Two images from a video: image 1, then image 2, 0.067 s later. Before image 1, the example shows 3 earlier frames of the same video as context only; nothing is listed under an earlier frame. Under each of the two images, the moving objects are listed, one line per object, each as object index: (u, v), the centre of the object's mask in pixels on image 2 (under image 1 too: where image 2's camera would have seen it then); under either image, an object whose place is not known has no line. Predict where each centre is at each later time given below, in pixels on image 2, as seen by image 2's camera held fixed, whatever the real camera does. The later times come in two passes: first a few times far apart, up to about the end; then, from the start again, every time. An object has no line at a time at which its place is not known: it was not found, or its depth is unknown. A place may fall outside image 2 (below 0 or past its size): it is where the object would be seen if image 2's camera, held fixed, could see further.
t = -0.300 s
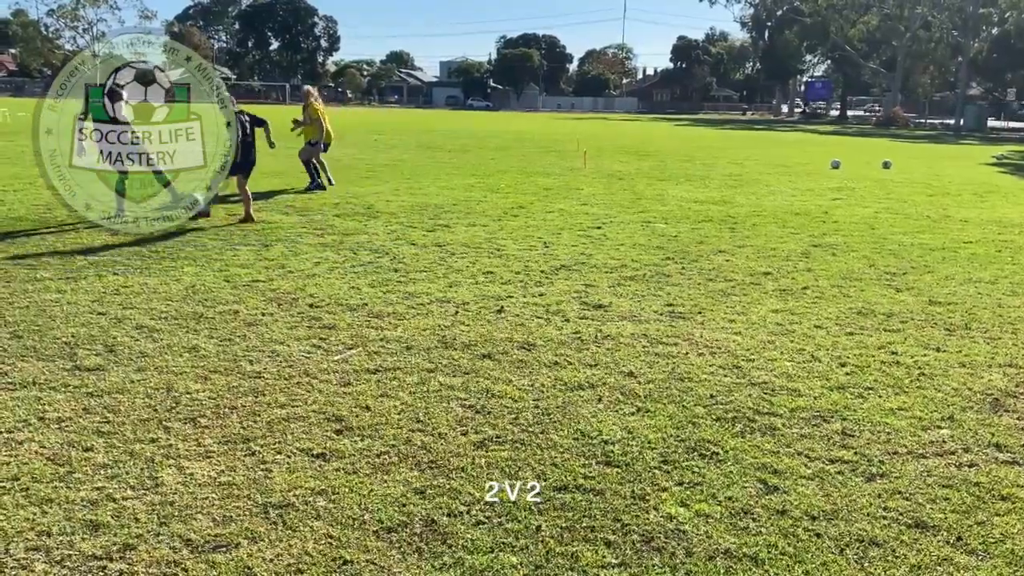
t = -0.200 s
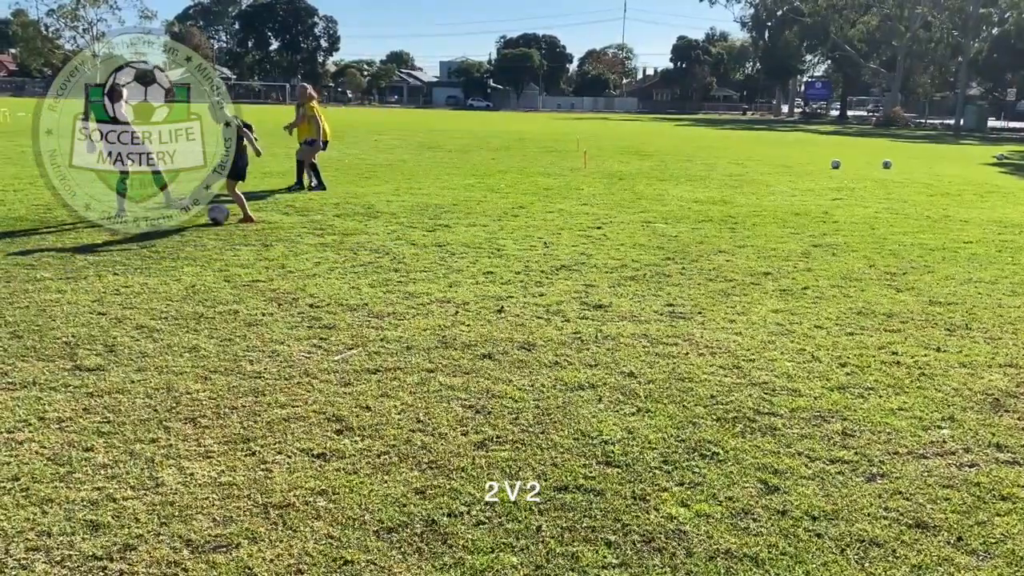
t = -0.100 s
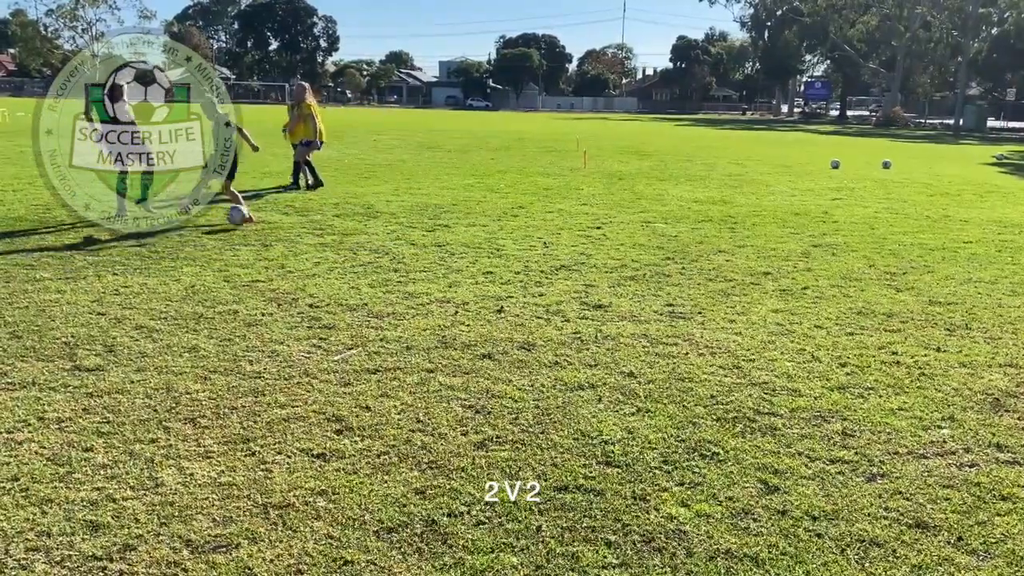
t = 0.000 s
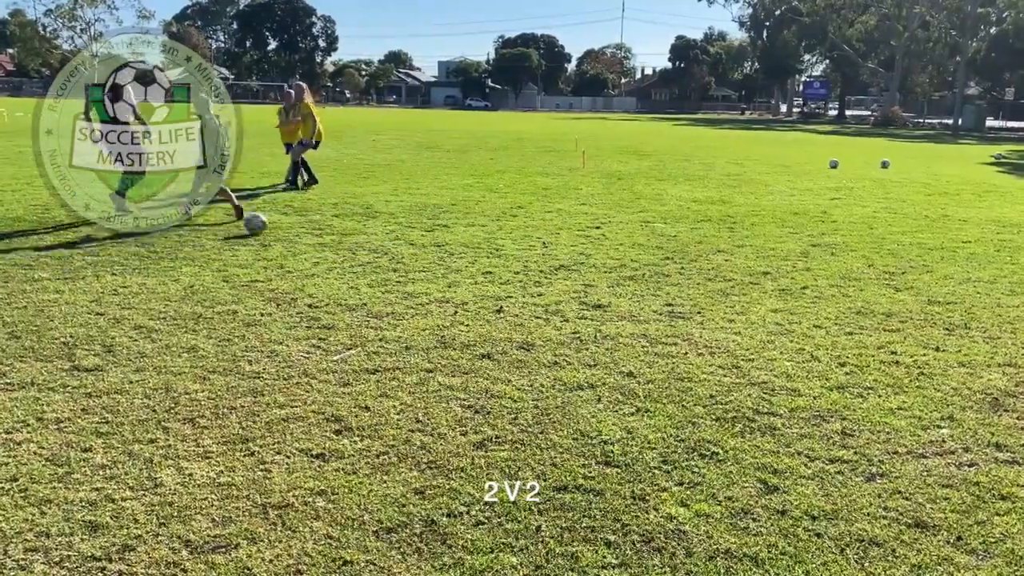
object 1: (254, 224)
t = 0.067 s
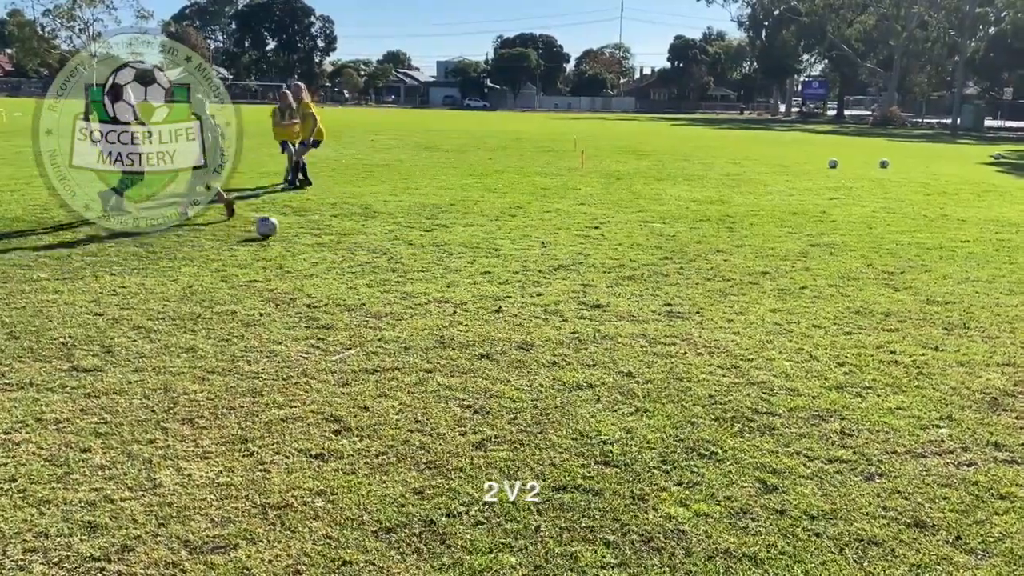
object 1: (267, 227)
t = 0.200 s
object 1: (290, 234)
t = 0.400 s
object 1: (330, 243)
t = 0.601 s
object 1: (371, 255)
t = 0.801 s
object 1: (418, 263)
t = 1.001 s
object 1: (468, 279)
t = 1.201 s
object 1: (523, 294)
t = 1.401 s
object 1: (583, 304)
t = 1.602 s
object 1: (650, 326)
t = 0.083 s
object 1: (268, 227)
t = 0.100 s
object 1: (272, 227)
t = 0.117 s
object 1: (275, 228)
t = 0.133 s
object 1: (278, 228)
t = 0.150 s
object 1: (281, 229)
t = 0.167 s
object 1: (284, 231)
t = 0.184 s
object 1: (286, 233)
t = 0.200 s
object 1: (290, 234)
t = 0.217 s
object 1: (293, 235)
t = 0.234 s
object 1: (296, 234)
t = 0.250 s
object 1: (300, 233)
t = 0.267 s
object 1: (303, 233)
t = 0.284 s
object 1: (307, 233)
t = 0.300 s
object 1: (310, 233)
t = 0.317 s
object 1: (314, 234)
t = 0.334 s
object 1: (316, 235)
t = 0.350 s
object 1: (320, 237)
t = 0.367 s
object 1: (323, 239)
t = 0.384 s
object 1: (326, 241)
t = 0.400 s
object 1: (330, 243)
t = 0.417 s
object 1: (333, 246)
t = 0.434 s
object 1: (337, 247)
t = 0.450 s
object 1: (341, 247)
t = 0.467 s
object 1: (344, 247)
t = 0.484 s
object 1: (347, 248)
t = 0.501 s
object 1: (351, 249)
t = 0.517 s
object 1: (354, 249)
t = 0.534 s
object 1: (357, 251)
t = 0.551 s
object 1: (361, 252)
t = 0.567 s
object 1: (364, 253)
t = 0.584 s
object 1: (368, 253)
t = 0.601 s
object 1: (371, 255)
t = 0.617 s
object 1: (375, 255)
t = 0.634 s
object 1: (380, 256)
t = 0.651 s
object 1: (384, 256)
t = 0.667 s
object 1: (387, 257)
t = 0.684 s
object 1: (391, 259)
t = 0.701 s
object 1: (394, 260)
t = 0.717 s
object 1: (399, 263)
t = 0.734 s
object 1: (403, 263)
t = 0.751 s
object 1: (406, 262)
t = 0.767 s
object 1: (410, 262)
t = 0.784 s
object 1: (414, 262)
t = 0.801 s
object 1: (418, 263)
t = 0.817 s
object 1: (422, 264)
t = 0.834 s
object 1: (427, 266)
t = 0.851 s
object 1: (431, 267)
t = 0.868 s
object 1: (435, 270)
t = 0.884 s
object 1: (439, 273)
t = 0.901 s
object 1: (443, 275)
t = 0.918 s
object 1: (447, 275)
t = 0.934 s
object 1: (451, 275)
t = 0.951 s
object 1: (455, 276)
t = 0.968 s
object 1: (460, 277)
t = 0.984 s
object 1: (464, 278)
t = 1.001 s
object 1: (468, 279)
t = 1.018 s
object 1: (473, 281)
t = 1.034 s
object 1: (478, 282)
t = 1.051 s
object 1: (482, 282)
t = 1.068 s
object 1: (487, 284)
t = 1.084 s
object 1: (491, 286)
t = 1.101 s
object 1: (496, 287)
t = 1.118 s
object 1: (500, 289)
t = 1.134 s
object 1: (505, 289)
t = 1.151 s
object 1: (509, 290)
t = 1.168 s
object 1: (513, 291)
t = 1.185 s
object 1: (518, 292)
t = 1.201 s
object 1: (523, 294)
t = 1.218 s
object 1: (528, 295)
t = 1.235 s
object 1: (533, 297)
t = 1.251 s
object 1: (537, 298)
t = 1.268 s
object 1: (543, 300)
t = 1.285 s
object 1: (547, 301)
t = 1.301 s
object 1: (553, 302)
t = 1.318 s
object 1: (557, 304)
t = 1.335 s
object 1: (562, 305)
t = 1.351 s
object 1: (567, 304)
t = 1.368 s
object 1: (572, 305)
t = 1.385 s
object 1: (578, 304)
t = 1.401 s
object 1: (583, 304)
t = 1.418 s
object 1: (588, 304)
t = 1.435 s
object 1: (593, 306)
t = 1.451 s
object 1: (598, 307)
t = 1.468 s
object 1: (604, 310)
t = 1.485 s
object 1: (610, 313)
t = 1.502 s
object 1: (615, 315)
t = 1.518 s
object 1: (622, 319)
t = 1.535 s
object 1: (627, 321)
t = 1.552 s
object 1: (633, 322)
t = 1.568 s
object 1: (638, 324)
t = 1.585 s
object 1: (644, 324)
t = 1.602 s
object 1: (650, 326)
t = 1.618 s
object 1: (655, 328)
